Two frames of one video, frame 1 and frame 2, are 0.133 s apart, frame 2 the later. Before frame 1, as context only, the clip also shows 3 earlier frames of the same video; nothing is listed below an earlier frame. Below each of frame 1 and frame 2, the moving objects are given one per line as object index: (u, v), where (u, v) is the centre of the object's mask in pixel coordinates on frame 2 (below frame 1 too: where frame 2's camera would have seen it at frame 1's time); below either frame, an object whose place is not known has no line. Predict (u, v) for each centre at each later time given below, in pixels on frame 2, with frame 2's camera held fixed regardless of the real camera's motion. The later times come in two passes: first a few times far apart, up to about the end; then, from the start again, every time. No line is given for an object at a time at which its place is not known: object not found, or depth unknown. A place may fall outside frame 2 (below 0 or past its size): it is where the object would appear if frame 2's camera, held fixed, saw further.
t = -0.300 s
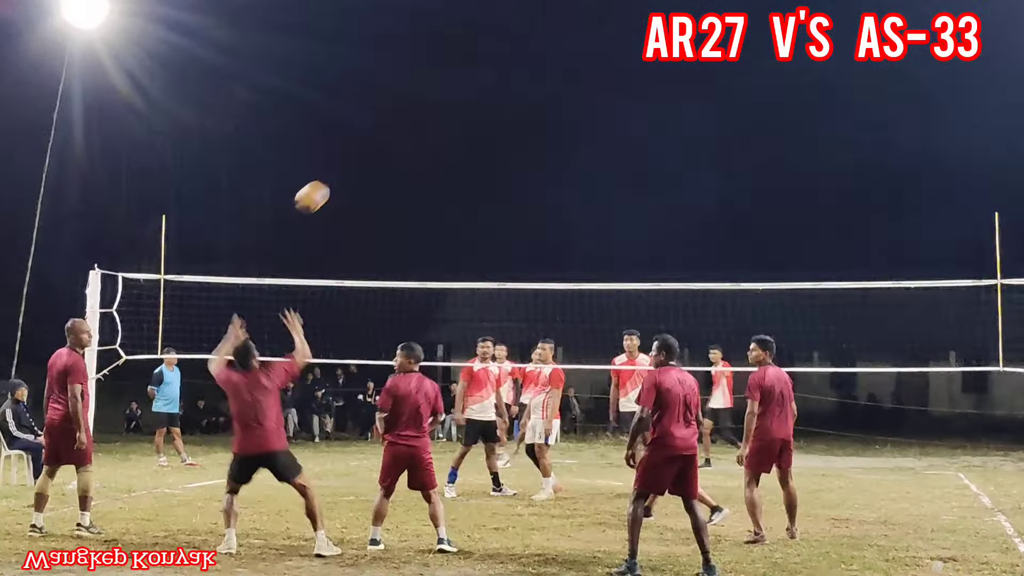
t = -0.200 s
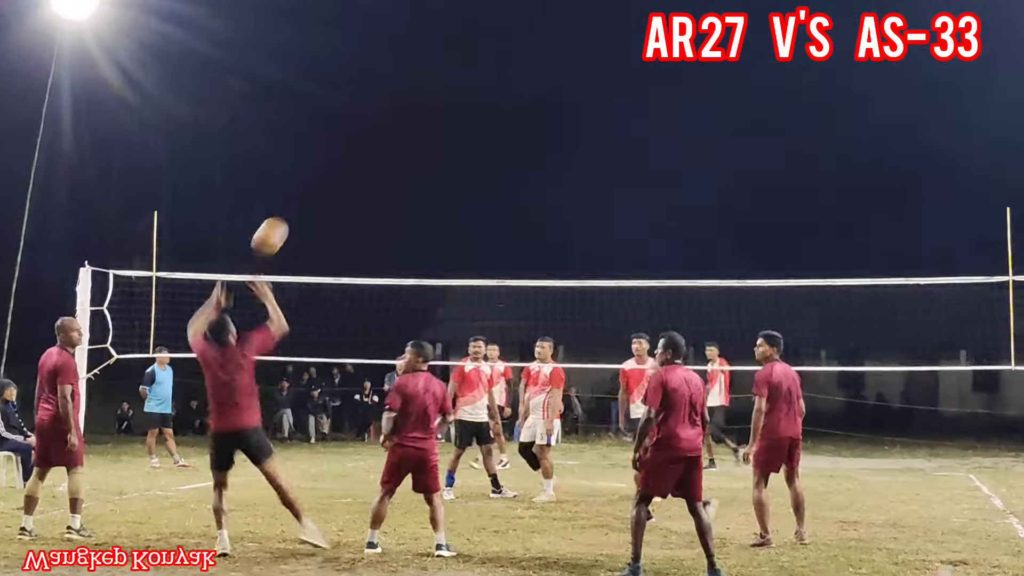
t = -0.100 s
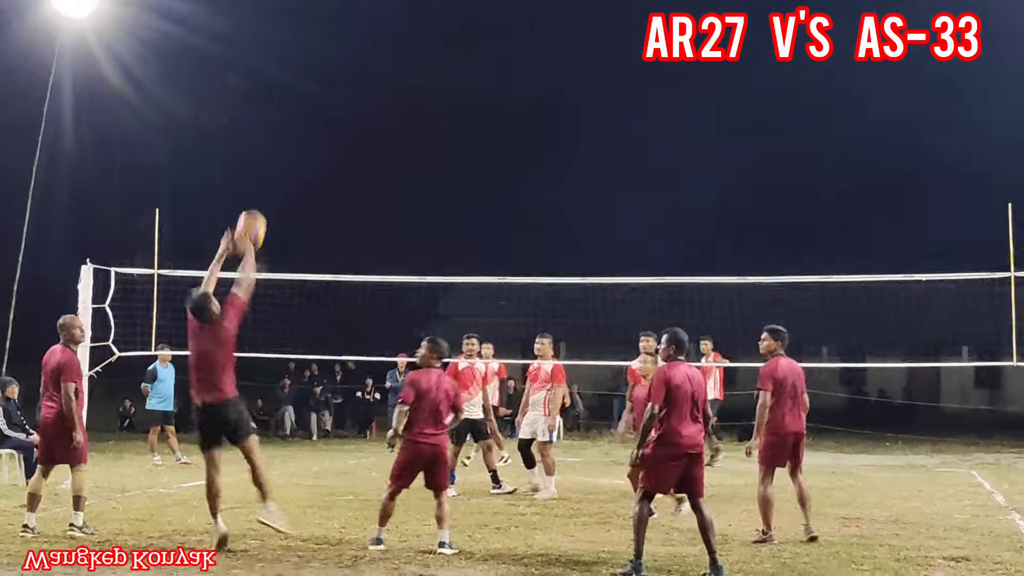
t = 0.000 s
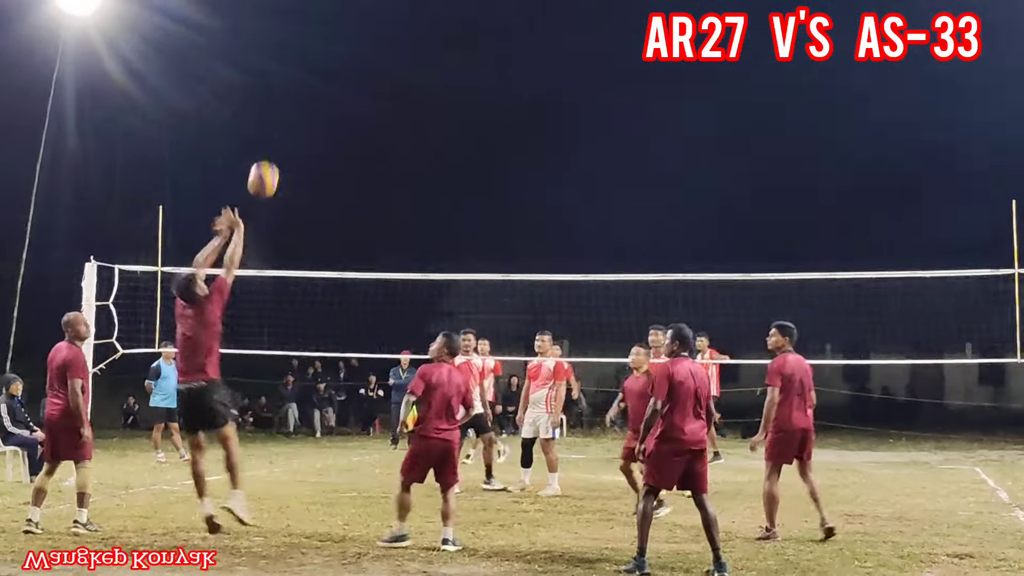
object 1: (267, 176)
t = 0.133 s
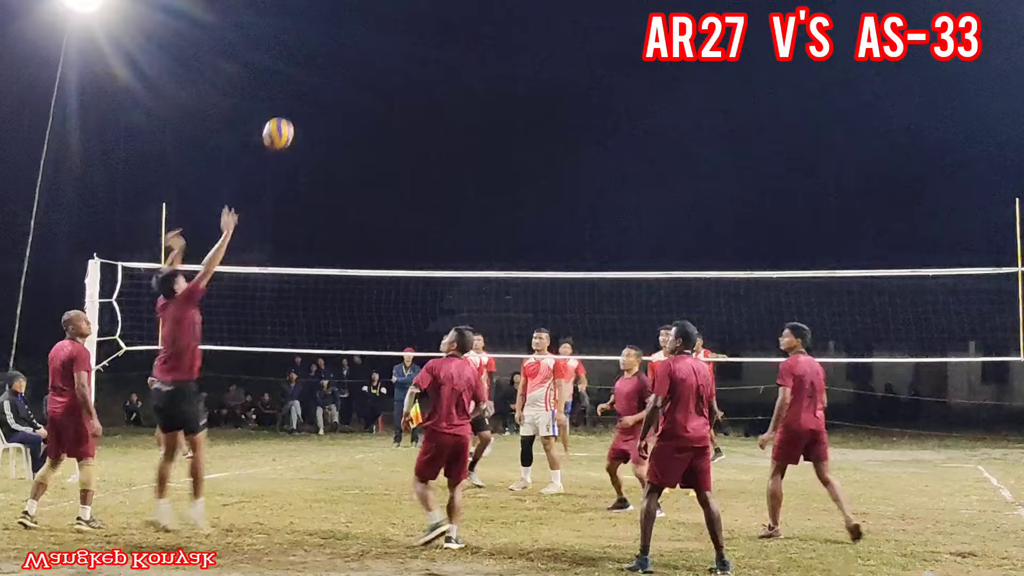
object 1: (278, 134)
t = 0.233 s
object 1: (287, 116)
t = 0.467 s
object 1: (304, 124)
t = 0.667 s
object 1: (319, 183)
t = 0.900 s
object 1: (334, 306)
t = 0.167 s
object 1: (281, 127)
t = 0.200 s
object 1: (283, 121)
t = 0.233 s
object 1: (287, 116)
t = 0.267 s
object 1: (289, 113)
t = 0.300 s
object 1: (292, 112)
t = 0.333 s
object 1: (294, 111)
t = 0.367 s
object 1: (297, 112)
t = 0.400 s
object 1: (299, 115)
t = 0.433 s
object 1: (302, 119)
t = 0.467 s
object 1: (304, 124)
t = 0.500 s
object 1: (307, 131)
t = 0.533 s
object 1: (309, 138)
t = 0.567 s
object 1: (312, 148)
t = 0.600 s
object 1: (314, 158)
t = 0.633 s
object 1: (317, 170)
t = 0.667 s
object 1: (319, 183)
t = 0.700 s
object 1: (321, 198)
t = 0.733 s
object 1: (324, 213)
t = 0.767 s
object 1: (326, 229)
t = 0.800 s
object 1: (328, 247)
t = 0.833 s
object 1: (330, 266)
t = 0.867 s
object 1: (332, 286)
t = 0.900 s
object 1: (334, 306)
